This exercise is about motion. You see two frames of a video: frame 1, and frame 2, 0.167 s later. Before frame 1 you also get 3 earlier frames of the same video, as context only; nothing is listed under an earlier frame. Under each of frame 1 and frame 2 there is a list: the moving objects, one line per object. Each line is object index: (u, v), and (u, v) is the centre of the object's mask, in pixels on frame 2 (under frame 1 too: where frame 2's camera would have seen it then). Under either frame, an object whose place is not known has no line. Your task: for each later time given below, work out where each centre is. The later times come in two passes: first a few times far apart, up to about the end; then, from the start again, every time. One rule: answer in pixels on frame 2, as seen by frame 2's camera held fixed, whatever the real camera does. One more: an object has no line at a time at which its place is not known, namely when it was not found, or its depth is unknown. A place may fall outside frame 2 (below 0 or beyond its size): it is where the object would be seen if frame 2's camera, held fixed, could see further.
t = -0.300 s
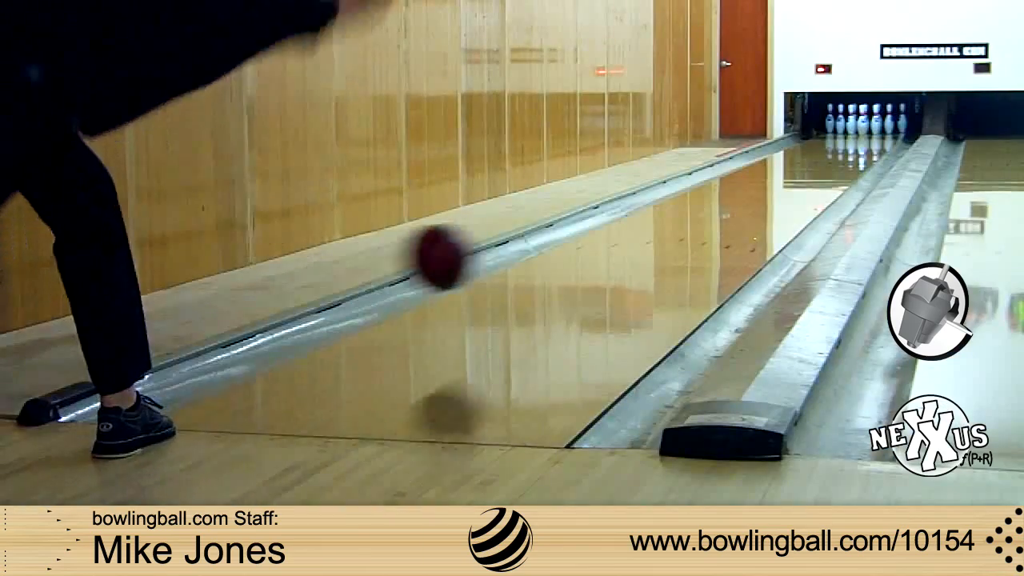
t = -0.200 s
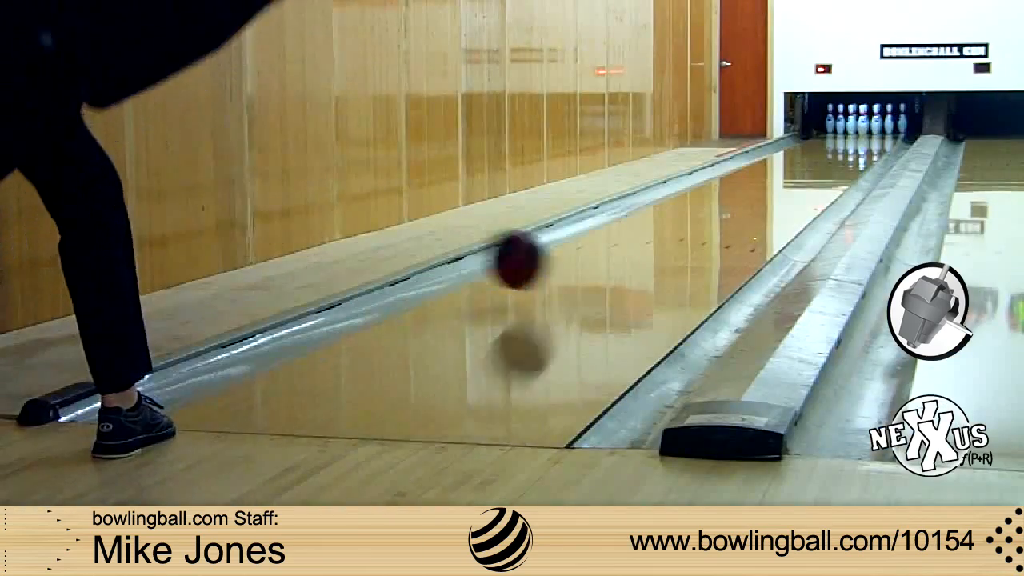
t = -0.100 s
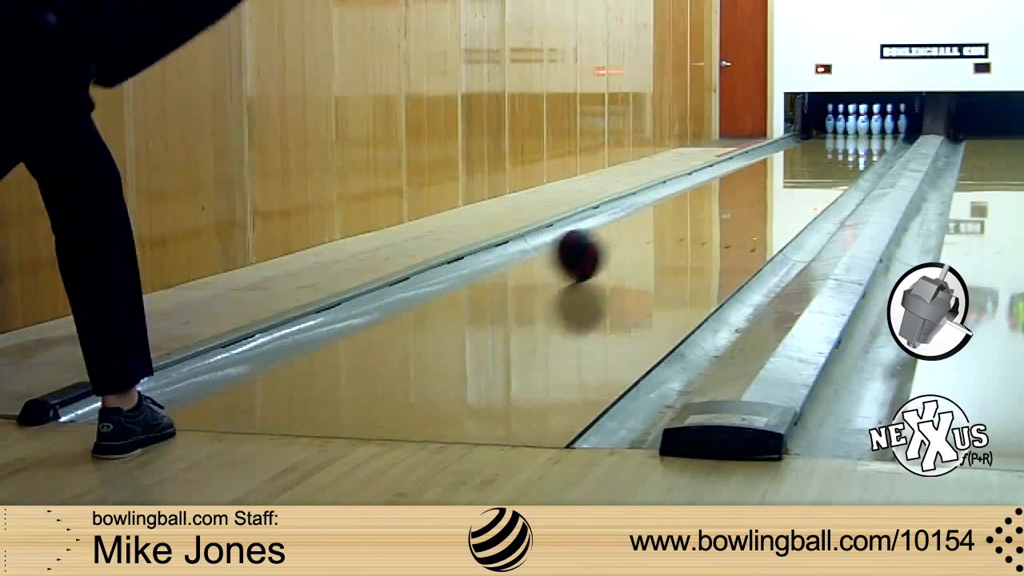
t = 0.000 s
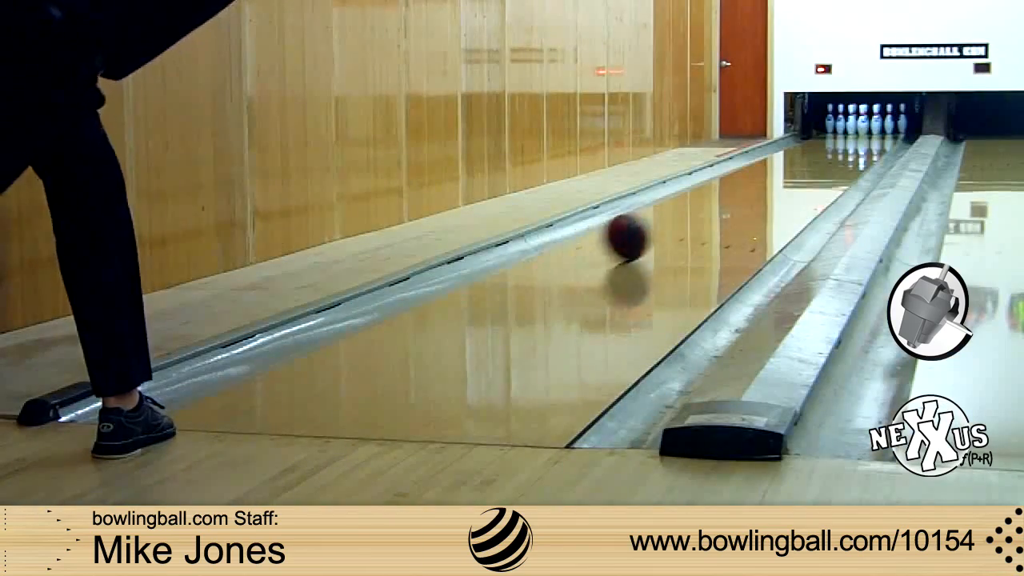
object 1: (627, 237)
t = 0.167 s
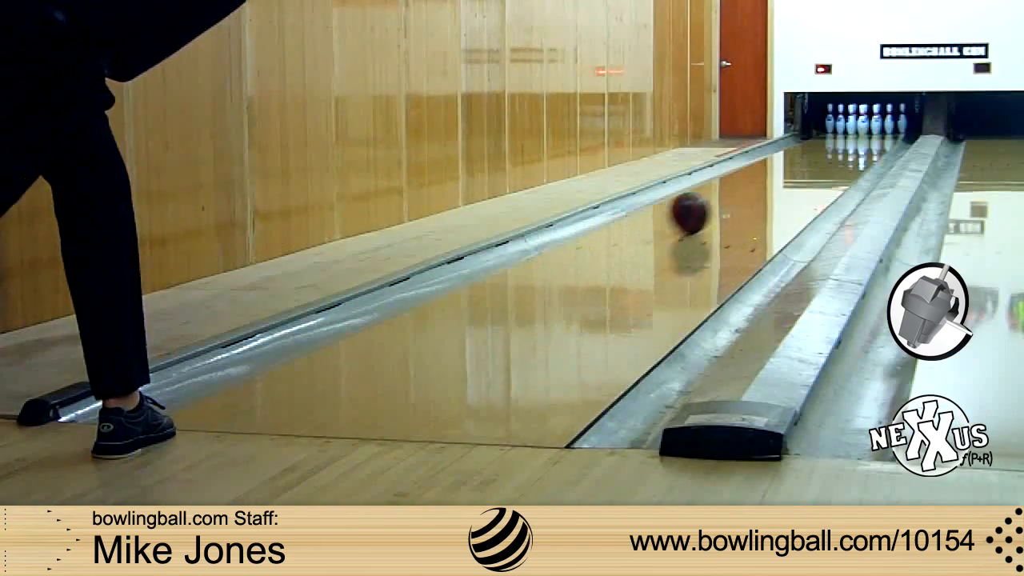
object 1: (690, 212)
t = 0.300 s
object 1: (728, 198)
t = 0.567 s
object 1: (785, 176)
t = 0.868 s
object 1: (828, 159)
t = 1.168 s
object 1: (857, 146)
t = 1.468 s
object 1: (873, 137)
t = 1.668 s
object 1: (873, 133)
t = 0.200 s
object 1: (699, 209)
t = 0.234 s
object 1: (710, 204)
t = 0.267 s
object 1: (720, 201)
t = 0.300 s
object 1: (728, 198)
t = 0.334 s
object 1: (736, 195)
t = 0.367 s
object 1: (744, 192)
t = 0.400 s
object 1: (752, 189)
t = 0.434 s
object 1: (759, 186)
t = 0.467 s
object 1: (766, 183)
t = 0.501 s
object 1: (773, 181)
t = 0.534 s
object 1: (779, 178)
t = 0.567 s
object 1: (785, 176)
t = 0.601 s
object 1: (790, 174)
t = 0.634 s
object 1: (796, 172)
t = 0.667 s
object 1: (801, 170)
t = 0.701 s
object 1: (807, 167)
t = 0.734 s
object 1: (811, 166)
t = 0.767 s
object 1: (815, 164)
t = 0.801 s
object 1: (819, 163)
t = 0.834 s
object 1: (824, 161)
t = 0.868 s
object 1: (828, 159)
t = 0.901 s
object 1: (832, 158)
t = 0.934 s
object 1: (835, 156)
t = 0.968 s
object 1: (839, 155)
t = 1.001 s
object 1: (843, 154)
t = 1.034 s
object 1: (846, 152)
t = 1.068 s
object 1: (849, 151)
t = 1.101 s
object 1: (852, 150)
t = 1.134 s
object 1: (855, 148)
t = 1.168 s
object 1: (857, 146)
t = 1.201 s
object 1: (860, 146)
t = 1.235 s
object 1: (861, 145)
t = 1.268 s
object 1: (864, 143)
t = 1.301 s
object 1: (865, 142)
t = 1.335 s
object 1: (867, 141)
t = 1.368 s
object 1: (870, 139)
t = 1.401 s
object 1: (871, 138)
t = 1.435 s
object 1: (871, 138)
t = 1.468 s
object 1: (873, 137)
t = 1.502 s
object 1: (873, 136)
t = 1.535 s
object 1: (873, 135)
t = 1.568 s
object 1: (873, 134)
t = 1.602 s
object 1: (873, 134)
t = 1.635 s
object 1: (873, 133)
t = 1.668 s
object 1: (873, 133)
